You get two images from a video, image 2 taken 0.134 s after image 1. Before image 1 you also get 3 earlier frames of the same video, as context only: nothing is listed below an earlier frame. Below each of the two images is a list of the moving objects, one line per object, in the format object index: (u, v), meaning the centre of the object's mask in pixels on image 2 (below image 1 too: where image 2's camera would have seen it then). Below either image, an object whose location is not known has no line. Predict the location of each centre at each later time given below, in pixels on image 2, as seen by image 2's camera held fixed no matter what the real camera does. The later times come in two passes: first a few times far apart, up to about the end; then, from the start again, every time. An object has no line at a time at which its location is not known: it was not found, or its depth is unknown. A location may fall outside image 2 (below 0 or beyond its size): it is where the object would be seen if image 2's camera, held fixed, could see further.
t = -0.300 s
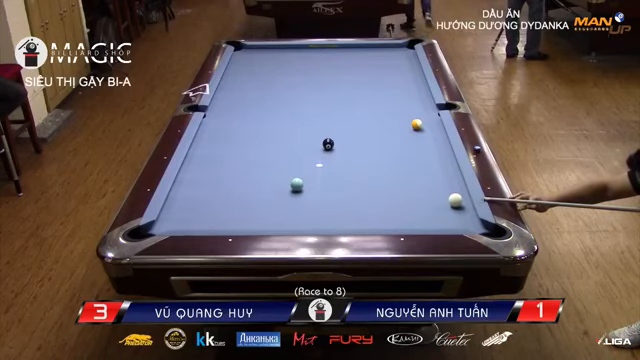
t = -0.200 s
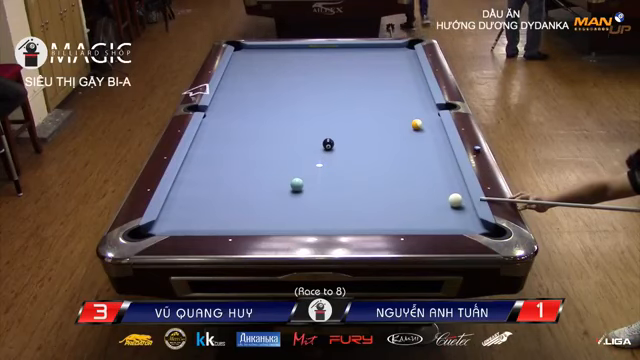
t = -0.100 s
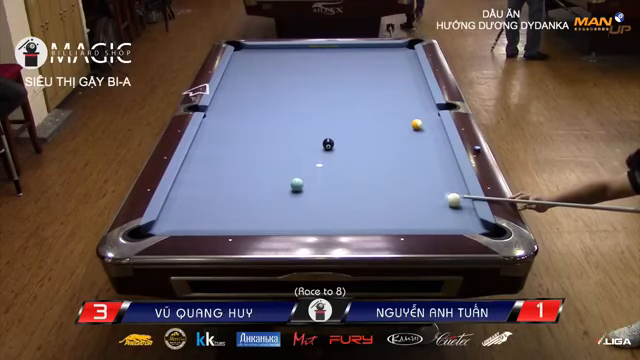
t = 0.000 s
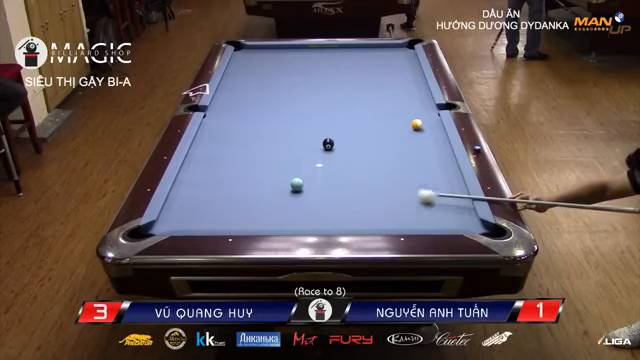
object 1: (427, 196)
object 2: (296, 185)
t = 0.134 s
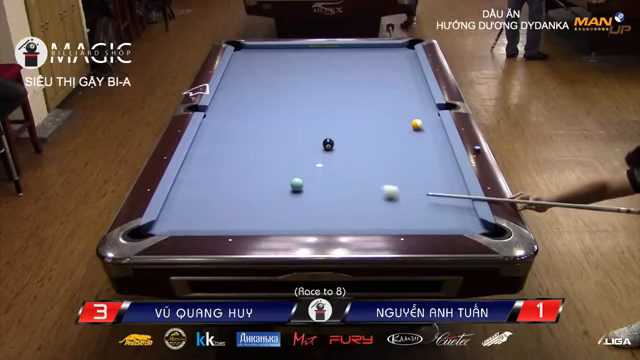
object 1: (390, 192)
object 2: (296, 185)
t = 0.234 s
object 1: (364, 188)
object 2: (296, 185)
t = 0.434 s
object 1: (315, 182)
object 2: (296, 185)
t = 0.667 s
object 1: (280, 169)
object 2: (278, 190)
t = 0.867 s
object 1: (255, 159)
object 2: (261, 195)
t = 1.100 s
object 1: (227, 147)
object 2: (243, 201)
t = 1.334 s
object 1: (203, 138)
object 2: (224, 206)
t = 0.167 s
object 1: (382, 190)
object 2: (296, 185)
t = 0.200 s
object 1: (373, 189)
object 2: (296, 185)
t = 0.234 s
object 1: (364, 188)
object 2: (296, 185)
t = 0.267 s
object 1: (356, 187)
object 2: (296, 185)
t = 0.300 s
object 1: (348, 186)
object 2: (296, 185)
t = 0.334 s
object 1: (339, 185)
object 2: (296, 185)
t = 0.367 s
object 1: (331, 184)
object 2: (296, 185)
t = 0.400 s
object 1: (323, 183)
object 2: (296, 185)
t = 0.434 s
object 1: (315, 182)
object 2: (296, 185)
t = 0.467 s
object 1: (309, 180)
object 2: (296, 185)
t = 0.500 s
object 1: (304, 178)
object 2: (293, 186)
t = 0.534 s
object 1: (299, 176)
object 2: (289, 187)
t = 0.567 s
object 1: (295, 174)
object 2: (287, 188)
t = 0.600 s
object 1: (289, 172)
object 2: (284, 189)
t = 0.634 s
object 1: (285, 171)
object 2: (281, 189)
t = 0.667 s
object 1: (280, 169)
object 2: (278, 190)
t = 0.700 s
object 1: (275, 167)
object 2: (275, 191)
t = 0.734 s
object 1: (271, 166)
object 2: (272, 192)
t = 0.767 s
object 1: (267, 164)
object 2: (270, 193)
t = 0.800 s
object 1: (263, 162)
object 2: (267, 194)
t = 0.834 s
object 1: (259, 161)
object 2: (264, 195)
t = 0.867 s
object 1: (255, 159)
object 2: (261, 195)
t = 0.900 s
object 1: (250, 157)
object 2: (259, 196)
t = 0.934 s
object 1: (246, 156)
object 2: (256, 197)
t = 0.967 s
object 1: (243, 154)
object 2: (253, 198)
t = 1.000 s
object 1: (239, 152)
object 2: (250, 198)
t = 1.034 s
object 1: (235, 151)
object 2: (248, 199)
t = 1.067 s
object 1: (231, 149)
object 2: (245, 200)
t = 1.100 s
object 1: (227, 147)
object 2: (243, 201)
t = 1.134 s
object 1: (224, 146)
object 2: (240, 201)
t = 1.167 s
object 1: (220, 145)
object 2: (237, 202)
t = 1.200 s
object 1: (217, 143)
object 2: (235, 203)
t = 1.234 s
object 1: (213, 141)
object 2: (232, 204)
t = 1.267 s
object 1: (210, 140)
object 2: (229, 205)
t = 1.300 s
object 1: (206, 139)
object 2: (226, 206)
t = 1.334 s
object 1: (203, 138)
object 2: (224, 206)
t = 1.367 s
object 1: (200, 136)
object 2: (221, 207)
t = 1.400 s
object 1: (202, 135)
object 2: (219, 208)
